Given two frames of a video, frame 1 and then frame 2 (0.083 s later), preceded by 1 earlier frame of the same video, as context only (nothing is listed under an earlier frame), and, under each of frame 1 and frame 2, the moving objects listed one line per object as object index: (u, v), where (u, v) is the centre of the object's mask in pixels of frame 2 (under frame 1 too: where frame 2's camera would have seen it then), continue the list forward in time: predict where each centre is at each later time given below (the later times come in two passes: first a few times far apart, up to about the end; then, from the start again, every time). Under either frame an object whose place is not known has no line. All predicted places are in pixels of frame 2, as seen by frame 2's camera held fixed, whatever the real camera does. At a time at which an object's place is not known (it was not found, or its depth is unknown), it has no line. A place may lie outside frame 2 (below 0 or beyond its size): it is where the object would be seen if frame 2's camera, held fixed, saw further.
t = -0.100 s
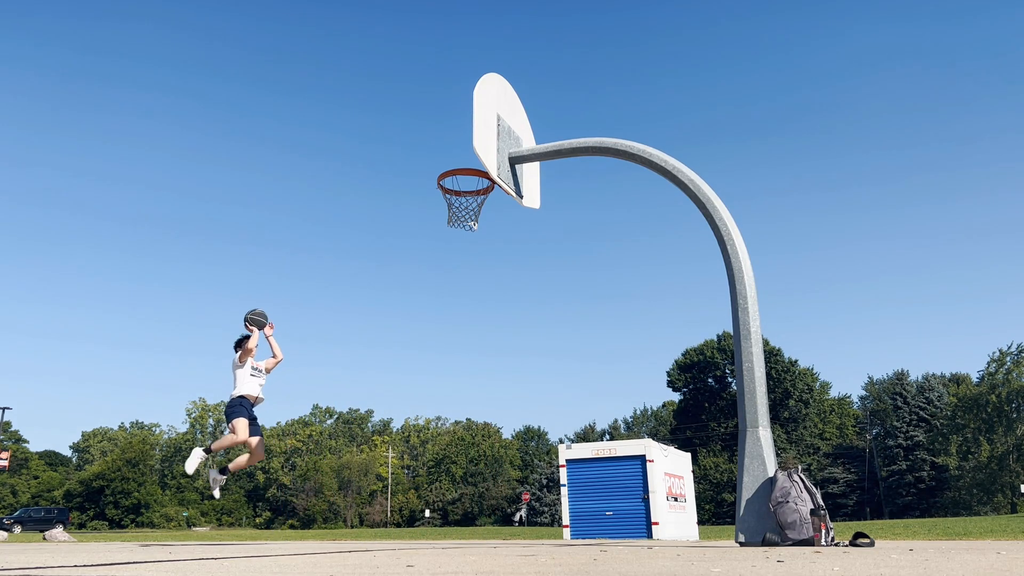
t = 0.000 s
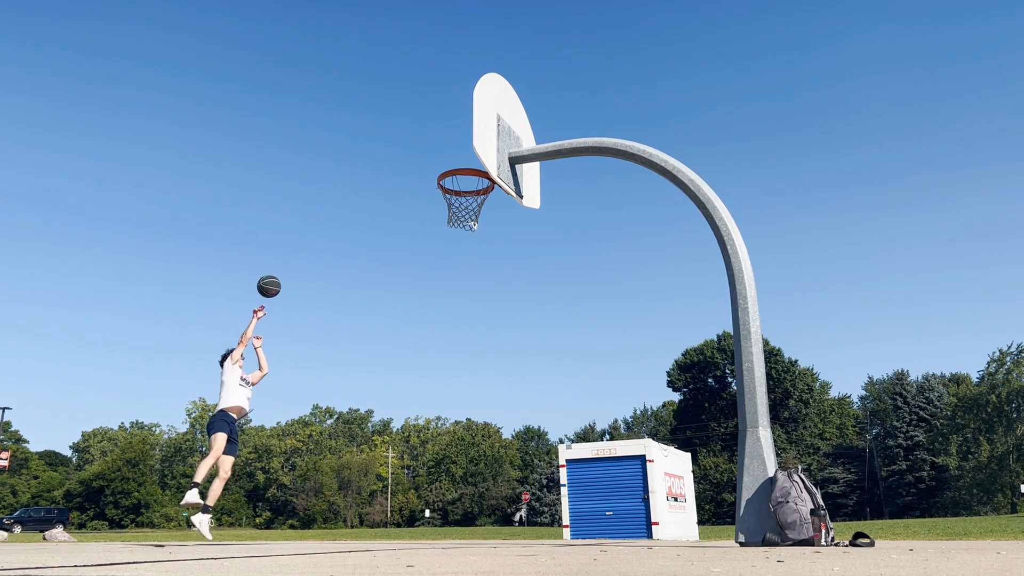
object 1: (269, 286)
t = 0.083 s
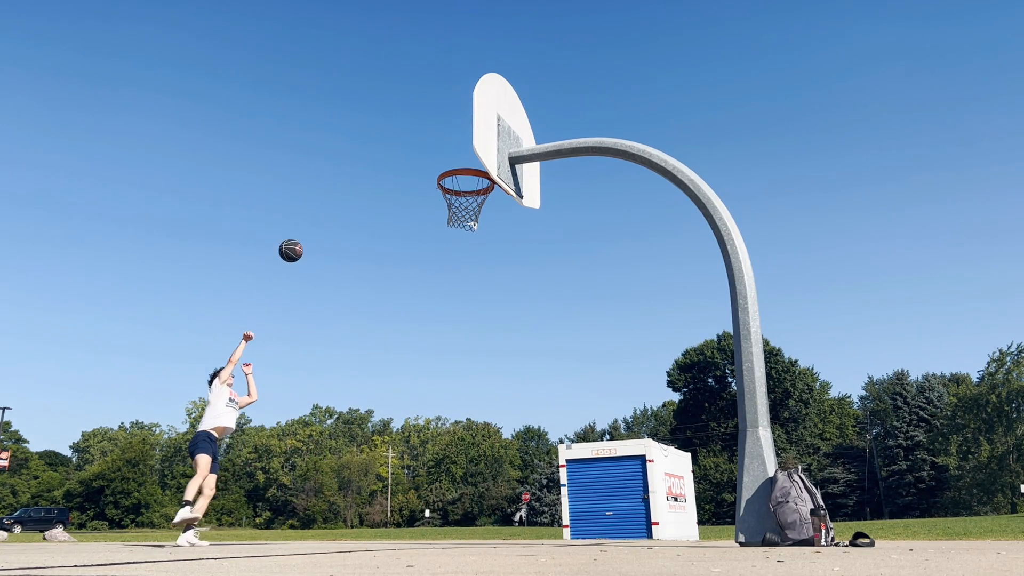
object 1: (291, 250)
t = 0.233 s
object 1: (330, 200)
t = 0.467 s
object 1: (393, 158)
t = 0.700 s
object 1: (462, 161)
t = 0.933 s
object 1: (469, 189)
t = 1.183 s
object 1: (470, 195)
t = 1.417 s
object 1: (454, 235)
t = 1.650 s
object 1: (439, 327)
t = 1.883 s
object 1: (423, 483)
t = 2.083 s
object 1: (416, 467)
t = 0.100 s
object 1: (295, 244)
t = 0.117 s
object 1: (299, 238)
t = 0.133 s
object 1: (304, 232)
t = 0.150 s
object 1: (308, 226)
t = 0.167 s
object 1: (312, 220)
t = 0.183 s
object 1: (317, 215)
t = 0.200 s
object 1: (321, 210)
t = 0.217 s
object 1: (325, 205)
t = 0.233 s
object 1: (330, 200)
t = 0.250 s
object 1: (334, 196)
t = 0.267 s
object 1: (339, 191)
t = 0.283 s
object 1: (343, 187)
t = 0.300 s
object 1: (347, 184)
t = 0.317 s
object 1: (352, 180)
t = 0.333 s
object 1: (356, 177)
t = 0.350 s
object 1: (361, 174)
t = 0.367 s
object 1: (366, 171)
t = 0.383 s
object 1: (370, 168)
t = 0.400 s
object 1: (374, 165)
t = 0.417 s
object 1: (379, 163)
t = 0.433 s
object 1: (384, 161)
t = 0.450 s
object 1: (388, 159)
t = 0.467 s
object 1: (393, 158)
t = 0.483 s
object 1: (398, 157)
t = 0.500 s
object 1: (402, 156)
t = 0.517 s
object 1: (407, 155)
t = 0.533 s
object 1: (412, 154)
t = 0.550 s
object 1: (417, 154)
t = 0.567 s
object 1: (422, 154)
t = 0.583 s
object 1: (427, 155)
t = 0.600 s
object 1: (432, 155)
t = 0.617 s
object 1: (436, 156)
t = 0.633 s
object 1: (442, 157)
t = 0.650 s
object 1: (447, 158)
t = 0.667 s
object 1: (452, 159)
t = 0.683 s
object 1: (457, 160)
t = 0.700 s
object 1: (462, 161)
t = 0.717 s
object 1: (468, 166)
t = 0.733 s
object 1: (472, 169)
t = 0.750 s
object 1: (477, 177)
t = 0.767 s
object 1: (480, 179)
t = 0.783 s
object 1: (475, 179)
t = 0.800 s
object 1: (468, 179)
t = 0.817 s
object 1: (461, 180)
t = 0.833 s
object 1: (454, 181)
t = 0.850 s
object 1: (454, 184)
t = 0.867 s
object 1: (457, 184)
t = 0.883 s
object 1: (460, 185)
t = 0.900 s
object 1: (463, 186)
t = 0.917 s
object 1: (466, 188)
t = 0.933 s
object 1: (469, 189)
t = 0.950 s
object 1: (471, 189)
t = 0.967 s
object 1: (472, 190)
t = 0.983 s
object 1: (473, 190)
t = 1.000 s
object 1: (474, 191)
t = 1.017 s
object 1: (476, 192)
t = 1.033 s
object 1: (477, 192)
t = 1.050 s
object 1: (478, 192)
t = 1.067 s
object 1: (478, 191)
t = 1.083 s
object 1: (477, 192)
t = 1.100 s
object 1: (476, 192)
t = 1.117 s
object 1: (474, 193)
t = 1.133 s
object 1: (473, 193)
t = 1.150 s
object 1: (472, 193)
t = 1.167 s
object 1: (471, 194)
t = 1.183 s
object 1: (470, 195)
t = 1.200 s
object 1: (468, 197)
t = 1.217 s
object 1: (467, 199)
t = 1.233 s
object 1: (466, 201)
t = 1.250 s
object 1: (464, 203)
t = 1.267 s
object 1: (463, 205)
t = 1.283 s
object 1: (462, 208)
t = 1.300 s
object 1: (461, 211)
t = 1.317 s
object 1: (460, 213)
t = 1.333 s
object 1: (458, 216)
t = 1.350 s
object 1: (457, 219)
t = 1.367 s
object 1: (456, 223)
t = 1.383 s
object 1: (455, 226)
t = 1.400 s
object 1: (454, 231)
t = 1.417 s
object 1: (454, 235)
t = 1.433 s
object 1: (453, 240)
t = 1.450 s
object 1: (452, 244)
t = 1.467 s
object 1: (451, 250)
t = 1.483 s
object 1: (450, 255)
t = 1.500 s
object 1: (449, 261)
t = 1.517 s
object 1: (448, 267)
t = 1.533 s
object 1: (447, 273)
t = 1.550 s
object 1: (446, 280)
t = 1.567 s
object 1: (445, 287)
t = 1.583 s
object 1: (444, 294)
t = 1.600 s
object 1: (443, 302)
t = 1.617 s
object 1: (442, 310)
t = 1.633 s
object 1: (440, 318)
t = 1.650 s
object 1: (439, 327)
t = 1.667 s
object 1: (438, 336)
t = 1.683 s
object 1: (437, 345)
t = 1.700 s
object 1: (436, 354)
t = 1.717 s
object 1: (435, 364)
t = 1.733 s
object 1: (434, 374)
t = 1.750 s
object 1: (433, 385)
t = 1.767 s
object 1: (432, 396)
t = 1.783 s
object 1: (430, 407)
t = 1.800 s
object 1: (429, 419)
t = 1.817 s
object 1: (428, 431)
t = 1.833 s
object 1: (427, 443)
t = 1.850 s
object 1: (426, 456)
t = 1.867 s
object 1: (424, 469)
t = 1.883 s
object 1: (423, 483)
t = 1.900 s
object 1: (422, 497)
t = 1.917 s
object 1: (420, 512)
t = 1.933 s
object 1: (418, 527)
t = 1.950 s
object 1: (418, 533)
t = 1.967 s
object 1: (418, 524)
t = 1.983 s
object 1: (418, 515)
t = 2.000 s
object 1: (417, 506)
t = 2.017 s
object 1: (418, 497)
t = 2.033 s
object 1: (417, 489)
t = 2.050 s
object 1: (417, 481)
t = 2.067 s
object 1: (416, 474)
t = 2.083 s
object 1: (416, 467)
